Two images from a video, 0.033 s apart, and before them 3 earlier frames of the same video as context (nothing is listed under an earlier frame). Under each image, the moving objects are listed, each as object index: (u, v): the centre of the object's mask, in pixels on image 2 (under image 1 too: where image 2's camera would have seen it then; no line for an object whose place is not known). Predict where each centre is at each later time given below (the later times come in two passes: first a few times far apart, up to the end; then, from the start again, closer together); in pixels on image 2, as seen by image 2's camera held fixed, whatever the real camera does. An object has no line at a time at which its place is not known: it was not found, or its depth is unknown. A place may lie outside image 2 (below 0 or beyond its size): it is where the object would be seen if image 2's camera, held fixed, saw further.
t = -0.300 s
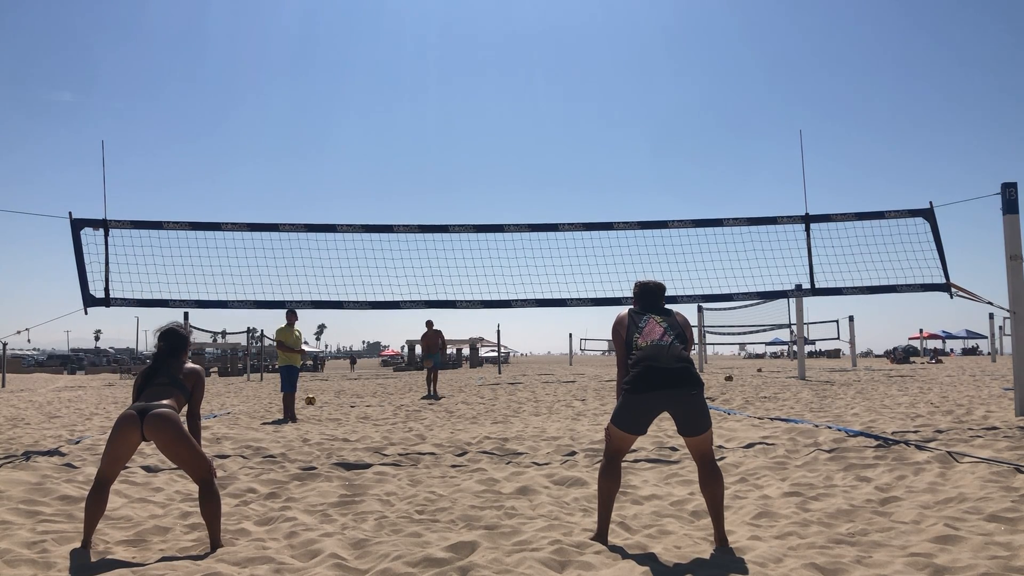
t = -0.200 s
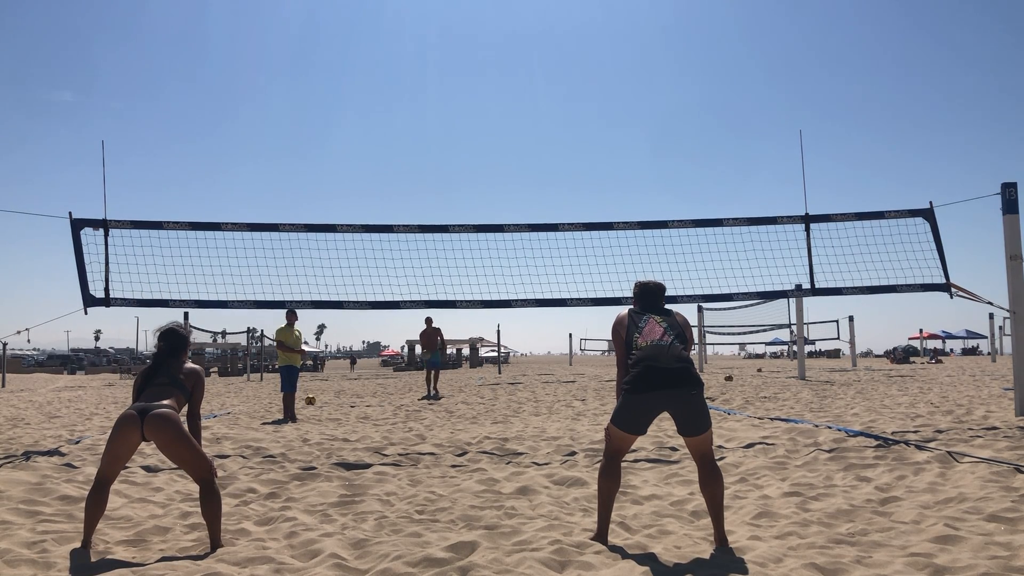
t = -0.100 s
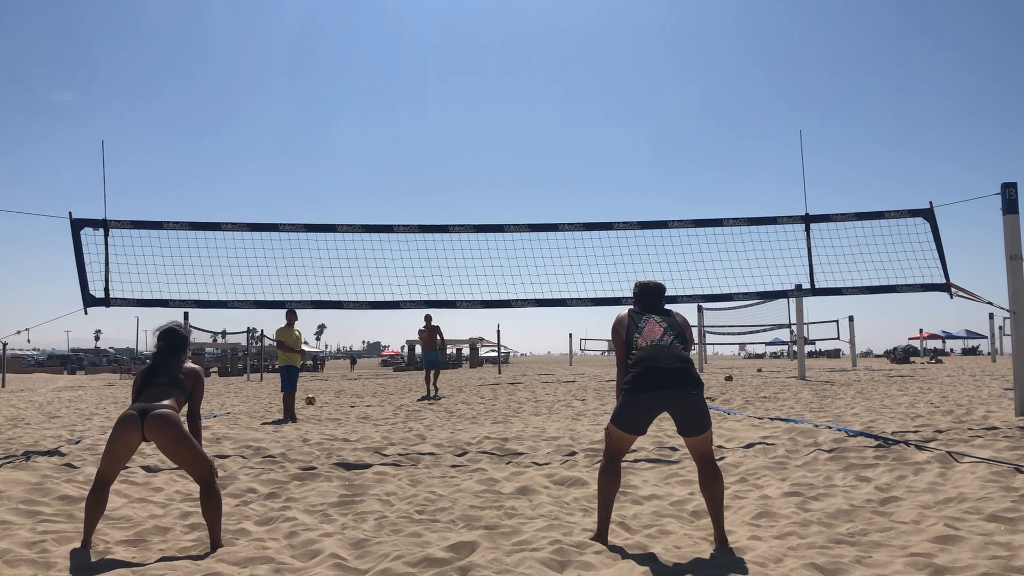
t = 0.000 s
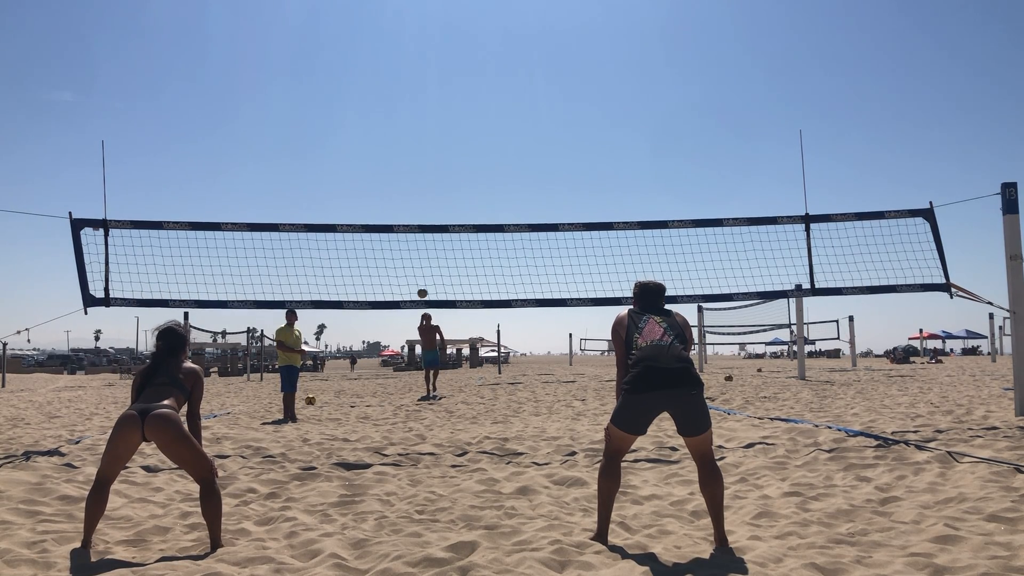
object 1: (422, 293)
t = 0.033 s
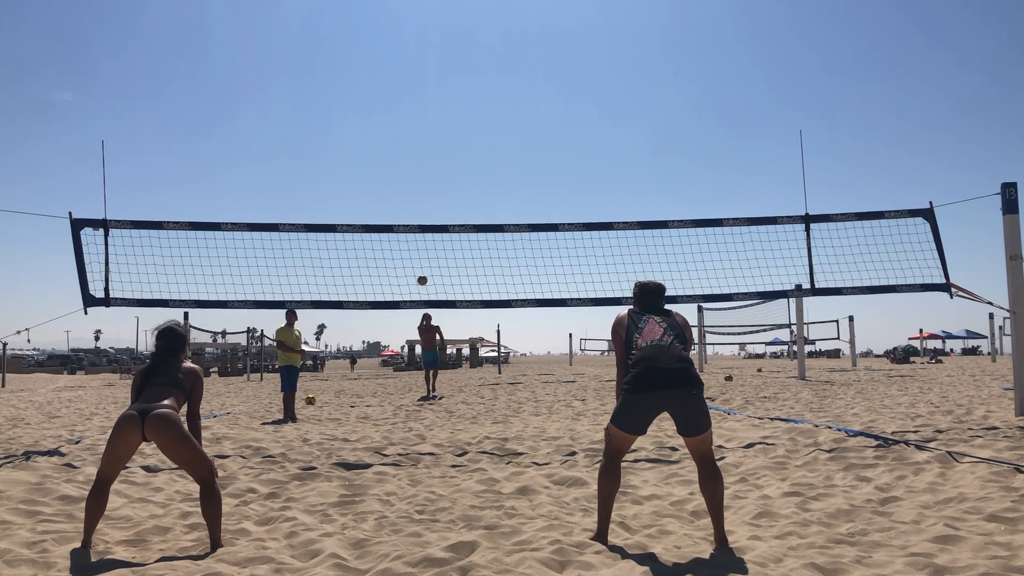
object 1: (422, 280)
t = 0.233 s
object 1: (422, 213)
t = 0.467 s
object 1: (420, 159)
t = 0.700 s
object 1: (416, 129)
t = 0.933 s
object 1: (412, 124)
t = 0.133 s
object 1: (422, 245)
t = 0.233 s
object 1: (422, 213)
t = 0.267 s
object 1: (421, 204)
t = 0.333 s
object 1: (421, 187)
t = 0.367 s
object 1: (420, 179)
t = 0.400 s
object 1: (420, 172)
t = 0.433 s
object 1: (420, 165)
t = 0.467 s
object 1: (420, 159)
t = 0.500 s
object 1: (419, 153)
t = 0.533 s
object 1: (419, 148)
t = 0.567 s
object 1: (418, 143)
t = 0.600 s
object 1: (418, 139)
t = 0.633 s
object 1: (417, 135)
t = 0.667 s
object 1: (417, 132)
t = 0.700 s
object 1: (416, 129)
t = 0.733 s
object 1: (416, 127)
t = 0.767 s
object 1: (415, 125)
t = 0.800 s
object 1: (415, 124)
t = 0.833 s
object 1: (414, 123)
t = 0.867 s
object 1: (413, 123)
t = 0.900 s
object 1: (412, 123)
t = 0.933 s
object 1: (412, 124)
